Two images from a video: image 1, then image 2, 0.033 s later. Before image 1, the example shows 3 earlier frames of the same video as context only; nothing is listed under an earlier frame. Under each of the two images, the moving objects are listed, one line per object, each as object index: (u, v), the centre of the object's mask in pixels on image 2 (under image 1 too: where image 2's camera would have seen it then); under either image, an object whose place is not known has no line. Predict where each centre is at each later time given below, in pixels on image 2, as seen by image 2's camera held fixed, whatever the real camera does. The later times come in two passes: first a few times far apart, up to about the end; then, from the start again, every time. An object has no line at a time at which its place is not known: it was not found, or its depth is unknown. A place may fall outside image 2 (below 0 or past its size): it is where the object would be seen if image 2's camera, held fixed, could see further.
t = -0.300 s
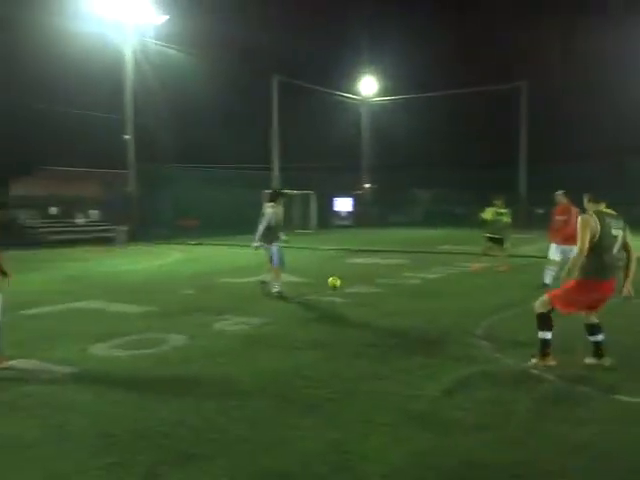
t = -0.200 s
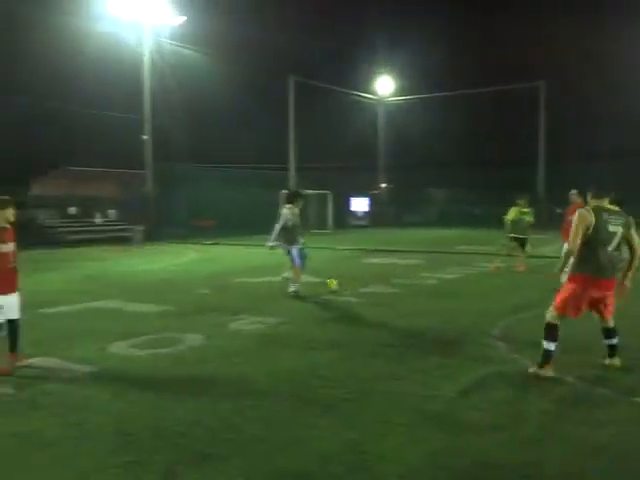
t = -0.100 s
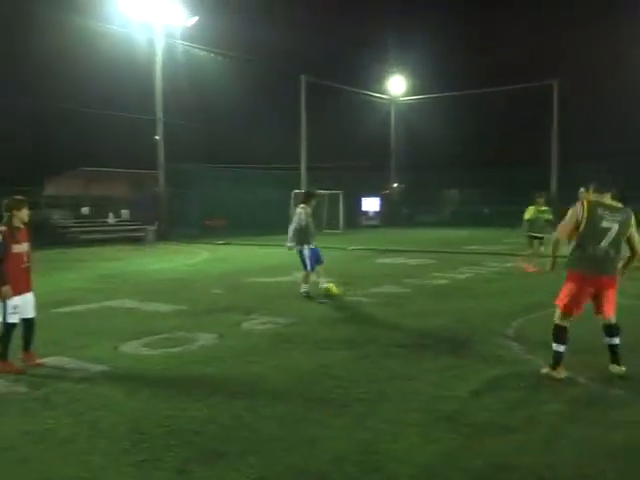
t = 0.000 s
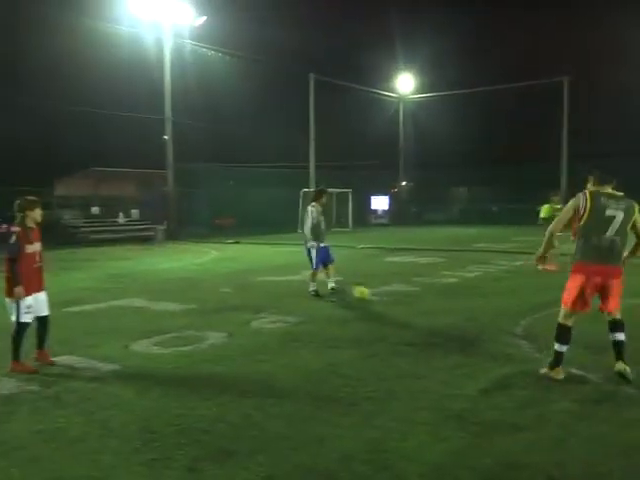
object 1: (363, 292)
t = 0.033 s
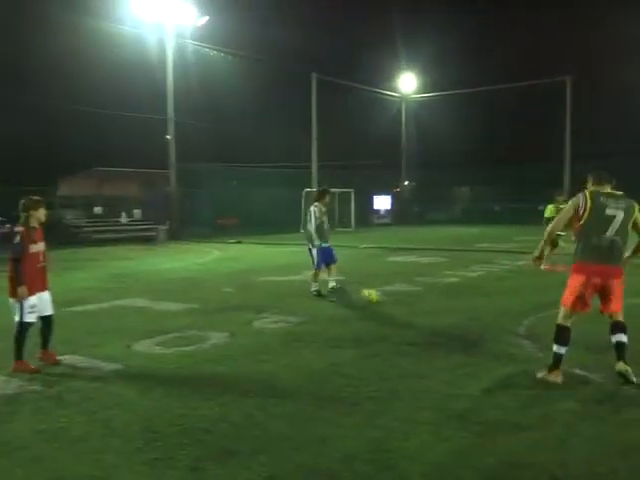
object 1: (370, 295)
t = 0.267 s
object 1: (414, 309)
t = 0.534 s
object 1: (470, 334)
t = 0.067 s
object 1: (374, 297)
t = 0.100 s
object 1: (383, 298)
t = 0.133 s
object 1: (389, 300)
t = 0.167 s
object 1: (396, 304)
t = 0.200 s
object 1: (403, 305)
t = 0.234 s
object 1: (408, 306)
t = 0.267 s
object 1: (414, 309)
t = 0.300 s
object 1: (422, 313)
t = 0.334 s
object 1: (427, 315)
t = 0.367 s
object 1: (434, 317)
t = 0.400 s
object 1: (441, 320)
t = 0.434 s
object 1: (448, 324)
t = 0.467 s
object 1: (455, 327)
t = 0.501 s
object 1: (463, 331)
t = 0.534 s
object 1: (470, 334)
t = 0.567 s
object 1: (479, 337)
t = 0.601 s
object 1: (489, 340)
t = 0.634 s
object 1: (497, 344)
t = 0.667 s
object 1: (507, 347)
